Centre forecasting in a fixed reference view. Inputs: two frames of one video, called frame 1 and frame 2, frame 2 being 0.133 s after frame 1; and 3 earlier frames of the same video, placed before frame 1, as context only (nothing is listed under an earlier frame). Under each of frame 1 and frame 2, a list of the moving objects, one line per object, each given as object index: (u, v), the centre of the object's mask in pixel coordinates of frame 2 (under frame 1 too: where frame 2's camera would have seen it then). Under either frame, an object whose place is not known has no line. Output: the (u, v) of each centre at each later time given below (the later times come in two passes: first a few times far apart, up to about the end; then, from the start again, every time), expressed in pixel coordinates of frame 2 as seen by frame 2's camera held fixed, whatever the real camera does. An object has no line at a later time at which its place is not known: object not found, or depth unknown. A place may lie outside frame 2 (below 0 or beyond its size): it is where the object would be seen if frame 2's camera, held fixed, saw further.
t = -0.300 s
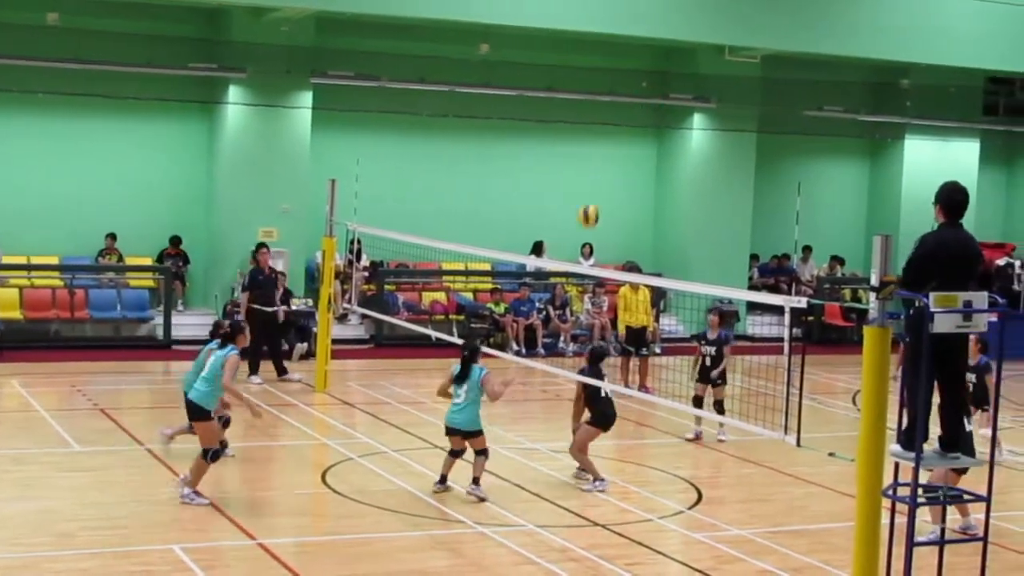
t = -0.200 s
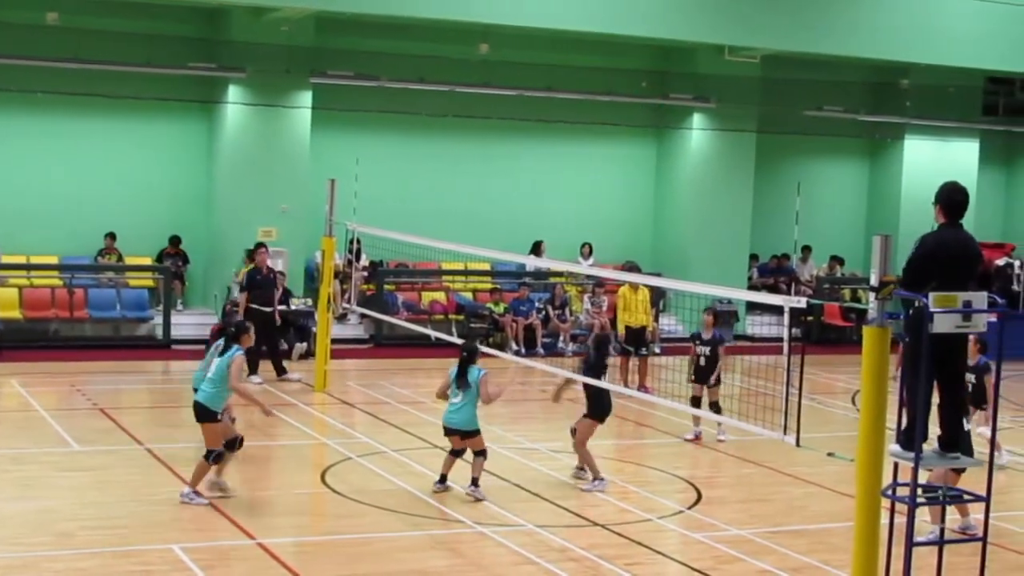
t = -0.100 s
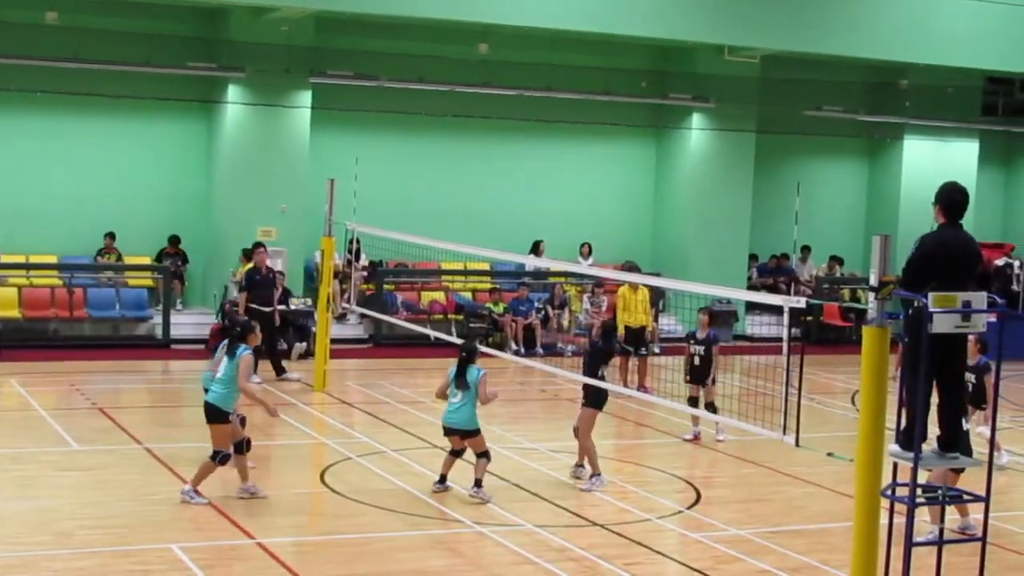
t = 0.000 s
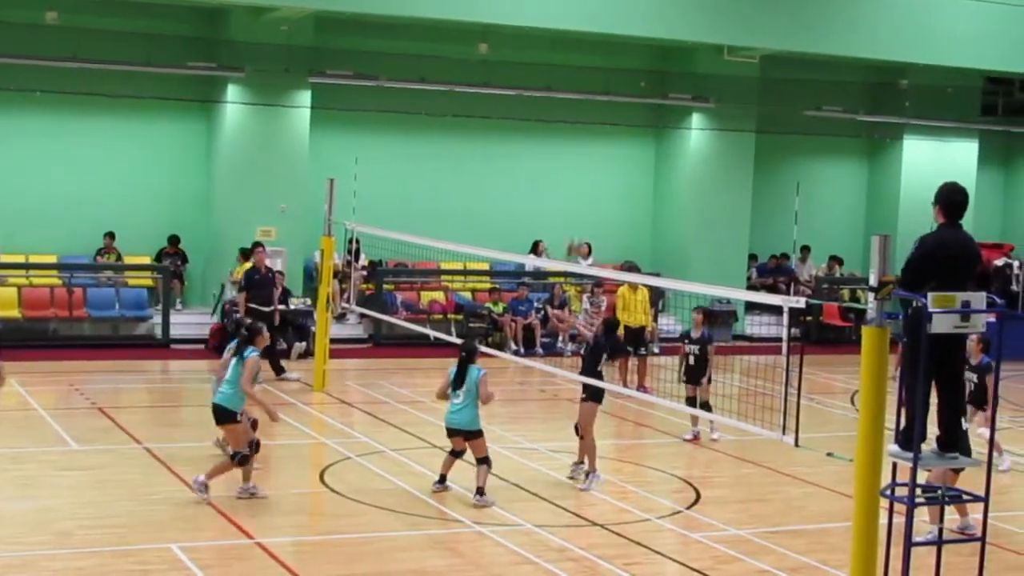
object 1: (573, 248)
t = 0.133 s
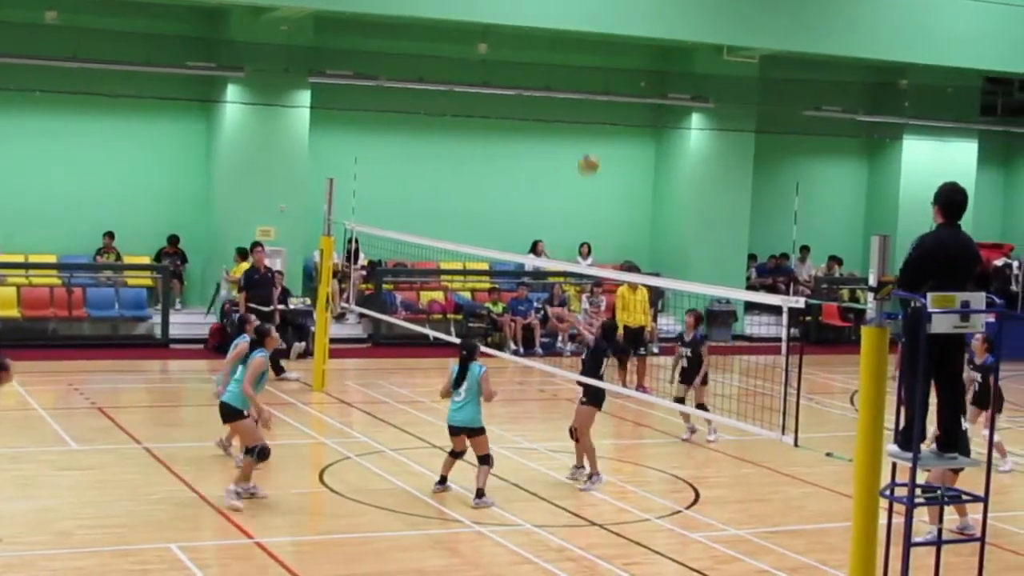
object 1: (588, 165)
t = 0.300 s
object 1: (605, 83)
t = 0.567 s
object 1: (626, 17)
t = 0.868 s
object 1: (644, 23)
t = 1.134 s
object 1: (655, 95)
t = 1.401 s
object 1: (663, 228)
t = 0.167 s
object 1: (592, 144)
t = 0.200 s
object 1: (596, 126)
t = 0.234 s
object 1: (598, 113)
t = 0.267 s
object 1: (602, 97)
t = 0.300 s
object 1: (605, 83)
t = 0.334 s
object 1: (607, 71)
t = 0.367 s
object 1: (611, 60)
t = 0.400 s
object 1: (613, 50)
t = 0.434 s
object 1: (617, 42)
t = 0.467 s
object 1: (619, 34)
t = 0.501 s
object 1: (621, 27)
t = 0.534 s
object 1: (623, 21)
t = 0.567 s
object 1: (626, 17)
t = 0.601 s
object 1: (628, 14)
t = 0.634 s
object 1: (631, 11)
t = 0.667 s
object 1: (633, 10)
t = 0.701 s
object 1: (635, 10)
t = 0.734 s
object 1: (637, 10)
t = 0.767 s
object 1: (639, 12)
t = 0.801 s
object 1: (640, 16)
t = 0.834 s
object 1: (642, 19)
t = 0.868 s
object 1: (644, 23)
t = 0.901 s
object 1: (646, 29)
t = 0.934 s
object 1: (648, 36)
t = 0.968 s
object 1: (649, 44)
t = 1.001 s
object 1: (651, 53)
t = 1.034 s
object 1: (652, 62)
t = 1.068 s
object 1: (653, 72)
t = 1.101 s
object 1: (654, 84)
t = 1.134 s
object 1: (655, 95)
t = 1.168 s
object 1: (657, 109)
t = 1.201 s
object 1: (658, 123)
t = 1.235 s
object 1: (658, 138)
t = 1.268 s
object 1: (660, 155)
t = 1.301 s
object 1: (661, 172)
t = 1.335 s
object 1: (661, 189)
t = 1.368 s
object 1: (662, 208)
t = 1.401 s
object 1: (663, 228)
